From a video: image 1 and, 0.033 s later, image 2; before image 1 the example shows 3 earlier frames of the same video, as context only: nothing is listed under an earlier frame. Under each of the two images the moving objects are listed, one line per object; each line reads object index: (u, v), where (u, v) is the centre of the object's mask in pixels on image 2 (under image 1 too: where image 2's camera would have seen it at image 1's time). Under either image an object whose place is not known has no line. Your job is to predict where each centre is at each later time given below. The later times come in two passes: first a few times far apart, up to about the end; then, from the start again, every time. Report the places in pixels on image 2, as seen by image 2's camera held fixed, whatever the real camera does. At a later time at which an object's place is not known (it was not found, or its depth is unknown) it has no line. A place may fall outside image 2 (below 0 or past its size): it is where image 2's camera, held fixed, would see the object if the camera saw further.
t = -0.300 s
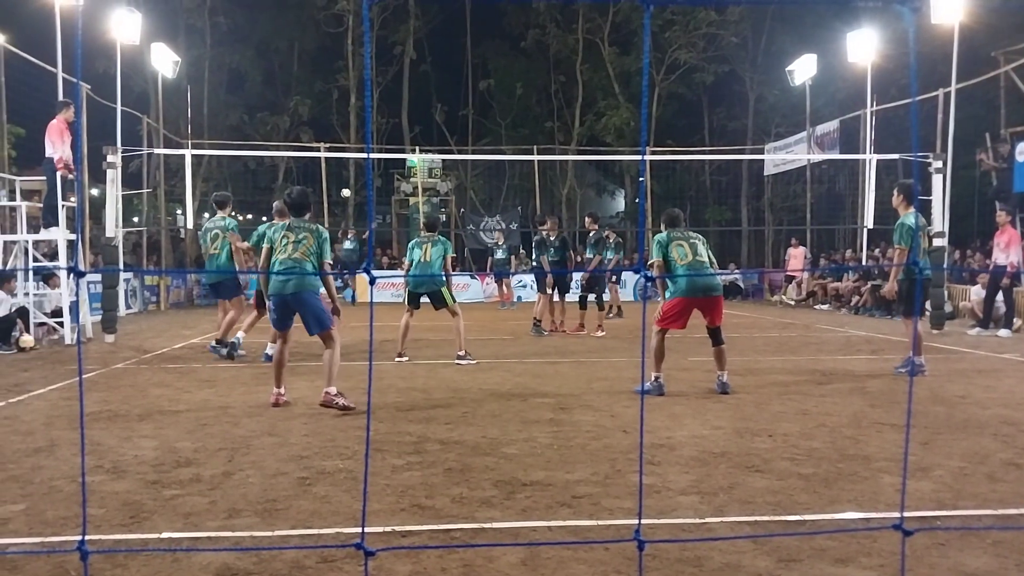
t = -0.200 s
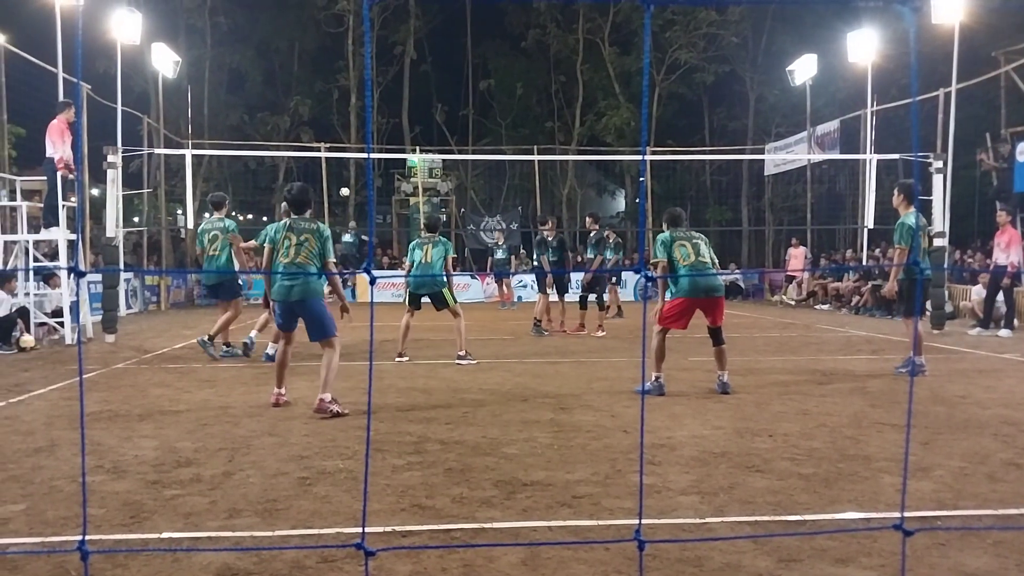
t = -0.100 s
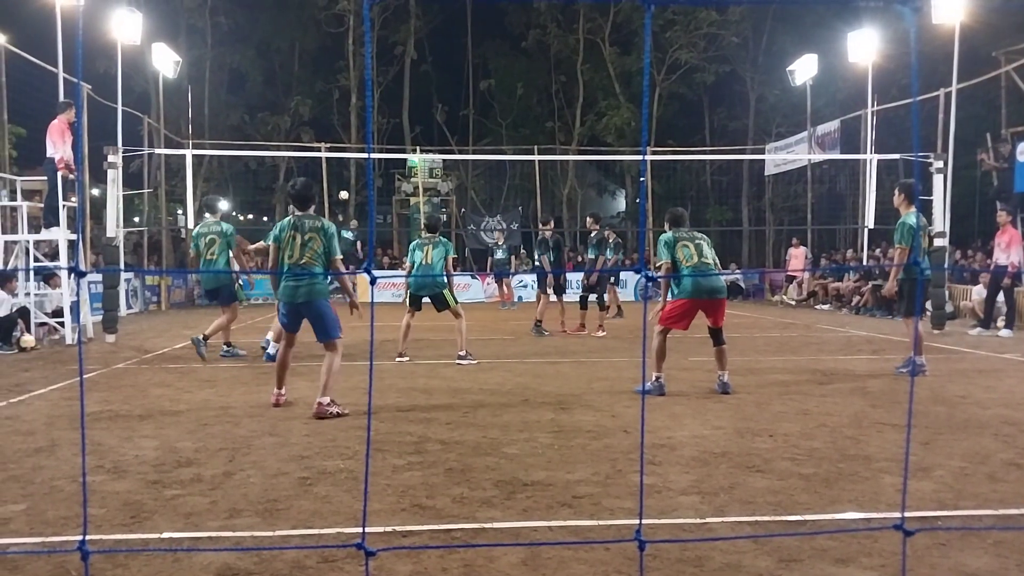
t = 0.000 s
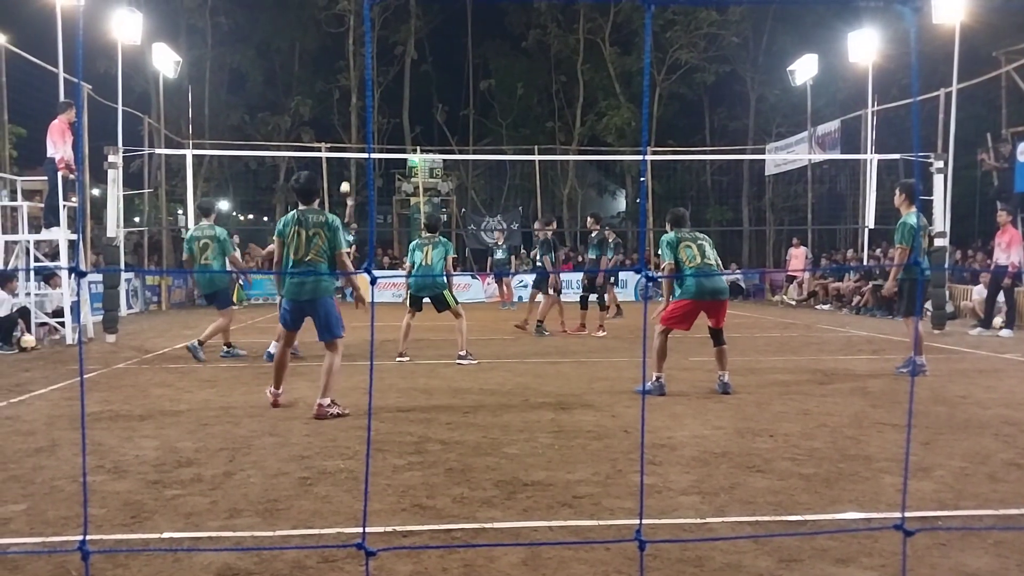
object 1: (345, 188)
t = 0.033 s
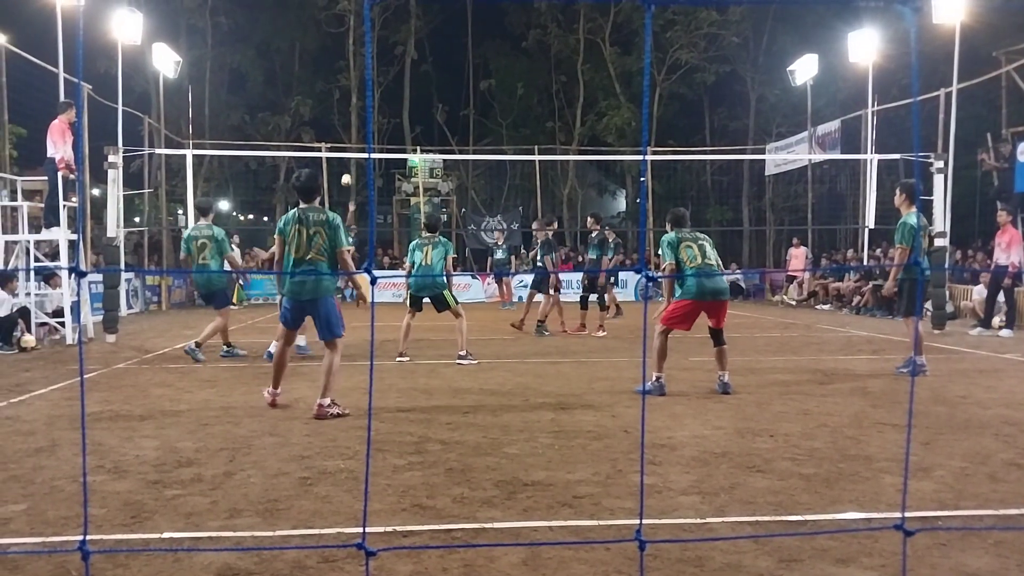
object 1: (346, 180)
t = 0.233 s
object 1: (351, 137)
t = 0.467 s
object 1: (351, 102)
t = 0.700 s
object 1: (348, 96)
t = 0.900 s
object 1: (347, 127)
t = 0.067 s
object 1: (347, 173)
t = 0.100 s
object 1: (348, 165)
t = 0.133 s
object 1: (349, 158)
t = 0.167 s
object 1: (350, 149)
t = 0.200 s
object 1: (351, 144)
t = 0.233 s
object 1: (351, 137)
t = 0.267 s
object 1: (352, 132)
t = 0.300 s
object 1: (352, 126)
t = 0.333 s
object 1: (352, 120)
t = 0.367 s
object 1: (352, 115)
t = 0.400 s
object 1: (351, 110)
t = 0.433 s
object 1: (351, 106)
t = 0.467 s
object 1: (351, 102)
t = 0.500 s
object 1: (350, 99)
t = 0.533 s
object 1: (349, 96)
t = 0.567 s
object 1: (349, 94)
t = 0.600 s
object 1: (348, 94)
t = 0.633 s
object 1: (348, 94)
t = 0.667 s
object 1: (347, 95)
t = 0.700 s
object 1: (348, 96)
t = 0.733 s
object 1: (348, 99)
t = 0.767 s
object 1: (348, 102)
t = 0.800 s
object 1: (347, 106)
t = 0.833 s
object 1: (347, 112)
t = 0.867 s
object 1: (347, 118)
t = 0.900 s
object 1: (347, 127)
